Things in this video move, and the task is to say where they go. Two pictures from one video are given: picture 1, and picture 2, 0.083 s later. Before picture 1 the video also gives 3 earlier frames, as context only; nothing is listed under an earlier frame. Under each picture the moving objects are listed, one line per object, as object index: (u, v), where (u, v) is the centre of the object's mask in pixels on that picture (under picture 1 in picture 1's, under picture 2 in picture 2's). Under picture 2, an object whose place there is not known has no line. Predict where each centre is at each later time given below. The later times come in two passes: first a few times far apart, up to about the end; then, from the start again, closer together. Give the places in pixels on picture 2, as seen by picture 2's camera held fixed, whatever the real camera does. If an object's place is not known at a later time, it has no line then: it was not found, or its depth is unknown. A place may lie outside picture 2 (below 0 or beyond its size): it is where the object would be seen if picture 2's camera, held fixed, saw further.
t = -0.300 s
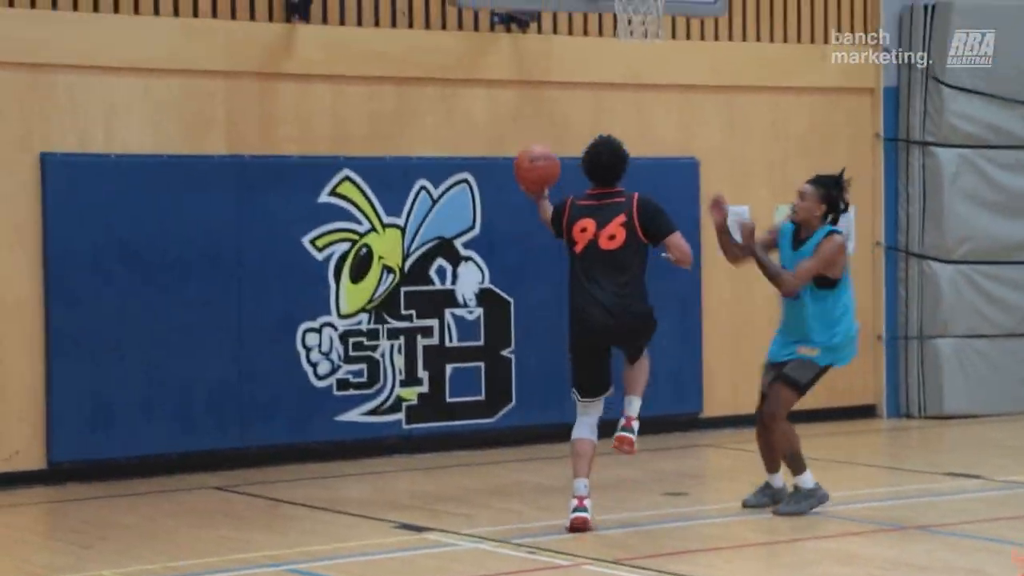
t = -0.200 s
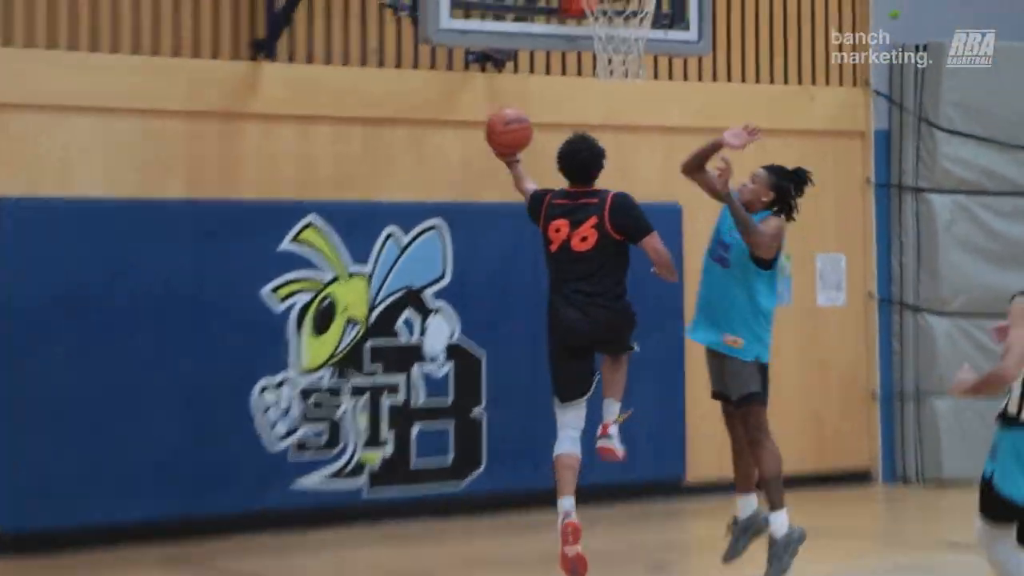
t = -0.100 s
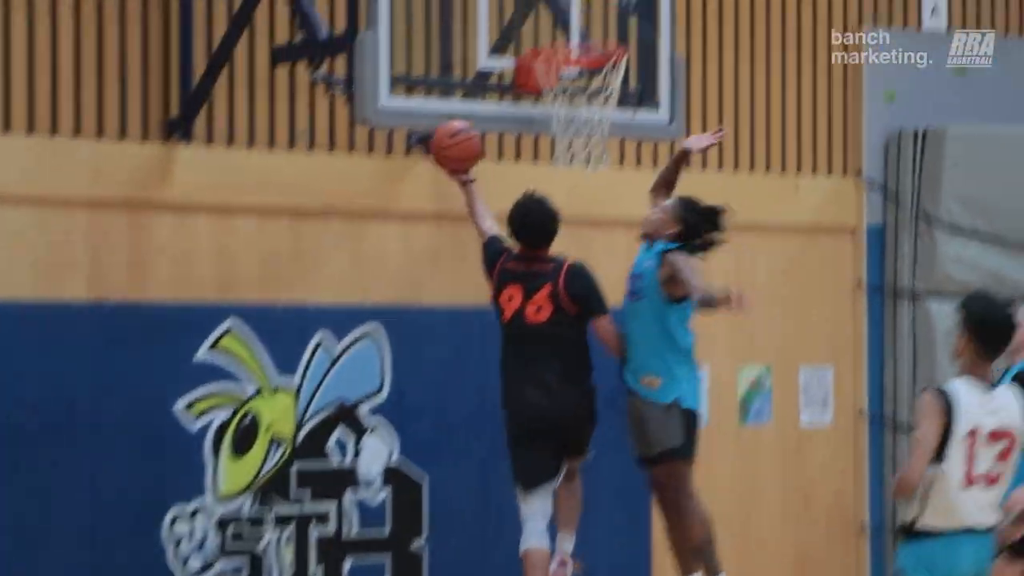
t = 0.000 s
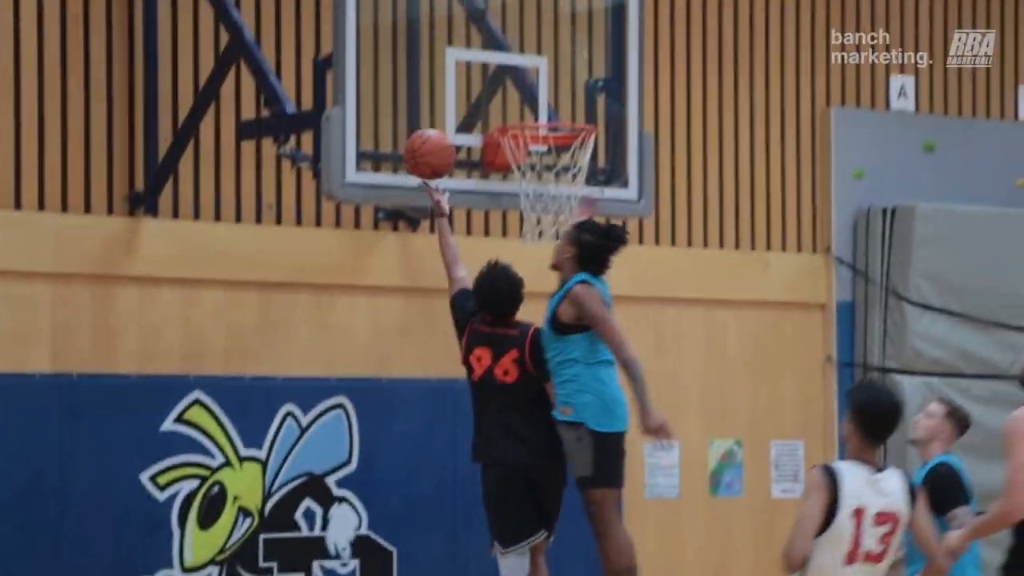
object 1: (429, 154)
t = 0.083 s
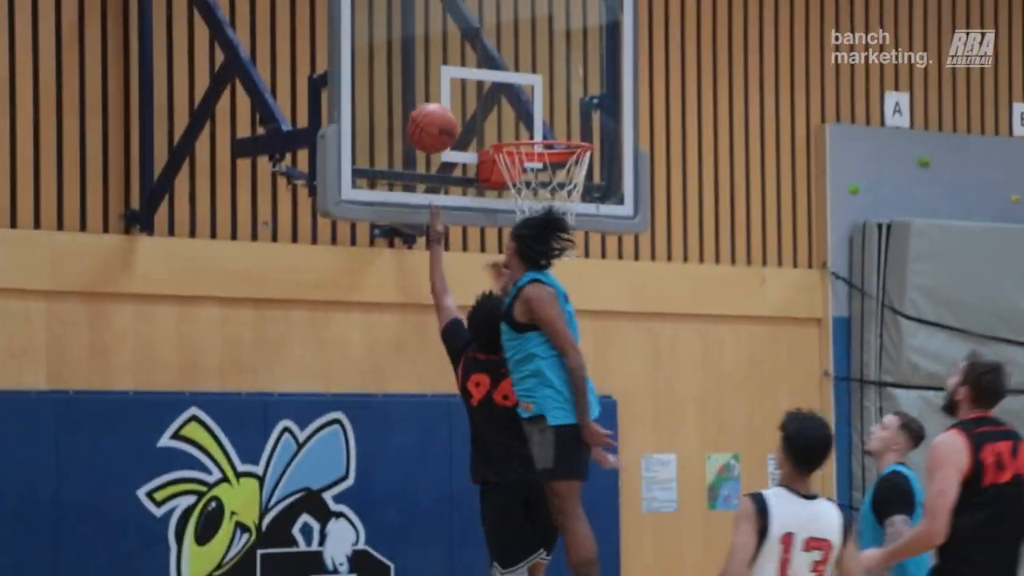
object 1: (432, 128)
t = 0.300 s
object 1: (464, 80)
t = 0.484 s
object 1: (511, 107)
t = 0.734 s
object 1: (564, 180)
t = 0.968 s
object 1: (564, 235)
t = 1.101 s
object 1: (554, 299)
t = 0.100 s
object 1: (433, 121)
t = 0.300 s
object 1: (464, 80)
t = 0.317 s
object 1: (468, 80)
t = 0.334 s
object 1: (473, 80)
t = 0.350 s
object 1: (477, 81)
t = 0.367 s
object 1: (481, 82)
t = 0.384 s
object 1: (485, 84)
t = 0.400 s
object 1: (489, 86)
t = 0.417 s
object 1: (494, 89)
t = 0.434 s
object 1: (499, 93)
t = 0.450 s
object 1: (502, 98)
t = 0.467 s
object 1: (507, 102)
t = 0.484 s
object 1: (511, 107)
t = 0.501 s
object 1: (515, 113)
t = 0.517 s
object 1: (520, 118)
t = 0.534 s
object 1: (524, 123)
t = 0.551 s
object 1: (527, 125)
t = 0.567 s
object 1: (530, 125)
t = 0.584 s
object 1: (534, 127)
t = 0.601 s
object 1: (538, 136)
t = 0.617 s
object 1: (542, 140)
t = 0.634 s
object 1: (545, 144)
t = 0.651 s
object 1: (548, 148)
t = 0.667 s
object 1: (551, 154)
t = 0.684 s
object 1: (557, 162)
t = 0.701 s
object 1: (558, 168)
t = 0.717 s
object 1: (559, 172)
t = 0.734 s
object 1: (564, 180)
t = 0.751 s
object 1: (567, 185)
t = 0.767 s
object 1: (569, 191)
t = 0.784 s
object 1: (571, 196)
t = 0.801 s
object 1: (571, 200)
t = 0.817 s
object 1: (571, 203)
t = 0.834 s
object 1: (571, 206)
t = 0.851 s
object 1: (570, 209)
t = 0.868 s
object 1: (570, 211)
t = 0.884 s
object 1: (569, 215)
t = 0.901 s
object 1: (568, 219)
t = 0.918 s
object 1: (567, 223)
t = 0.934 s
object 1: (567, 226)
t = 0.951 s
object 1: (565, 232)
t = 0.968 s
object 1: (564, 235)
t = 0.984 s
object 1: (563, 243)
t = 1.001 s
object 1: (562, 249)
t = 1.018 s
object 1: (561, 256)
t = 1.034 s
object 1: (559, 267)
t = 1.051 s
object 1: (557, 272)
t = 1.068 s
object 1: (556, 280)
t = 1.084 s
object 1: (555, 290)
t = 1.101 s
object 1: (554, 299)
